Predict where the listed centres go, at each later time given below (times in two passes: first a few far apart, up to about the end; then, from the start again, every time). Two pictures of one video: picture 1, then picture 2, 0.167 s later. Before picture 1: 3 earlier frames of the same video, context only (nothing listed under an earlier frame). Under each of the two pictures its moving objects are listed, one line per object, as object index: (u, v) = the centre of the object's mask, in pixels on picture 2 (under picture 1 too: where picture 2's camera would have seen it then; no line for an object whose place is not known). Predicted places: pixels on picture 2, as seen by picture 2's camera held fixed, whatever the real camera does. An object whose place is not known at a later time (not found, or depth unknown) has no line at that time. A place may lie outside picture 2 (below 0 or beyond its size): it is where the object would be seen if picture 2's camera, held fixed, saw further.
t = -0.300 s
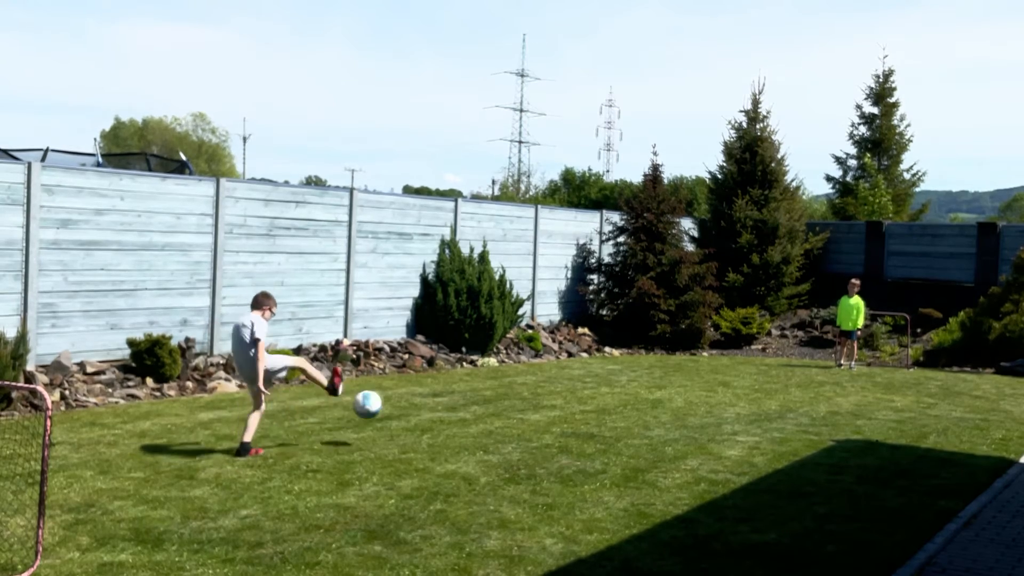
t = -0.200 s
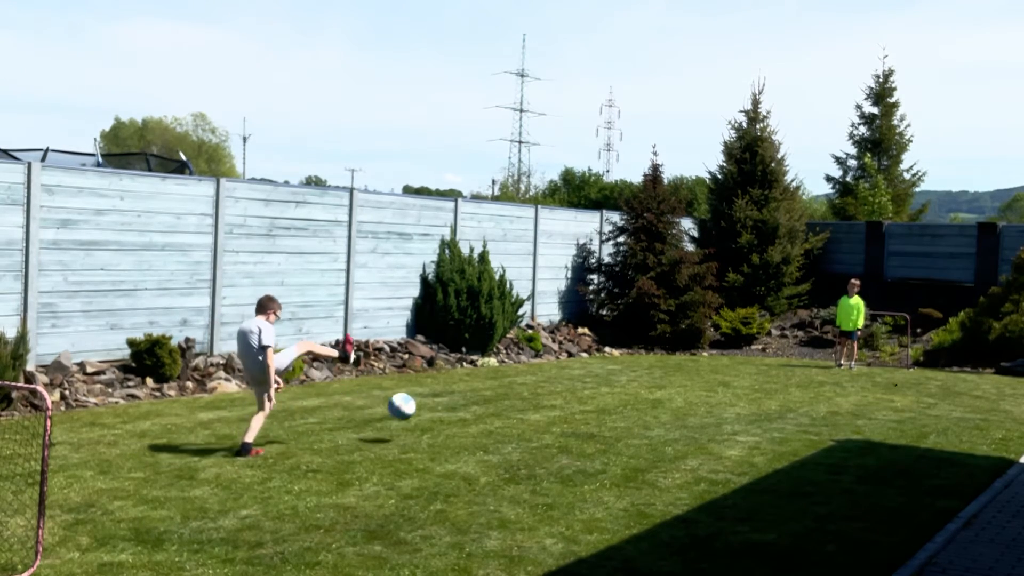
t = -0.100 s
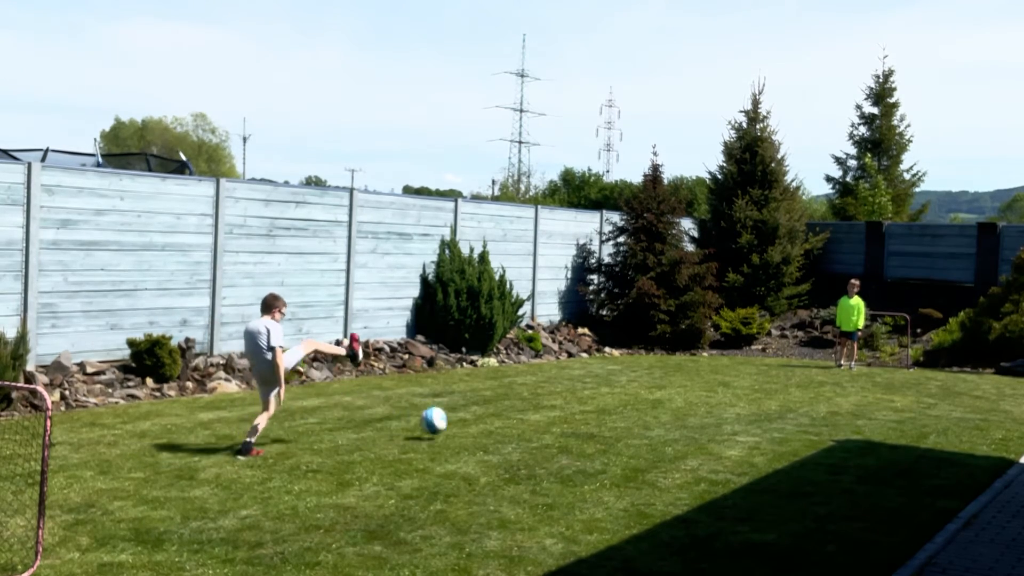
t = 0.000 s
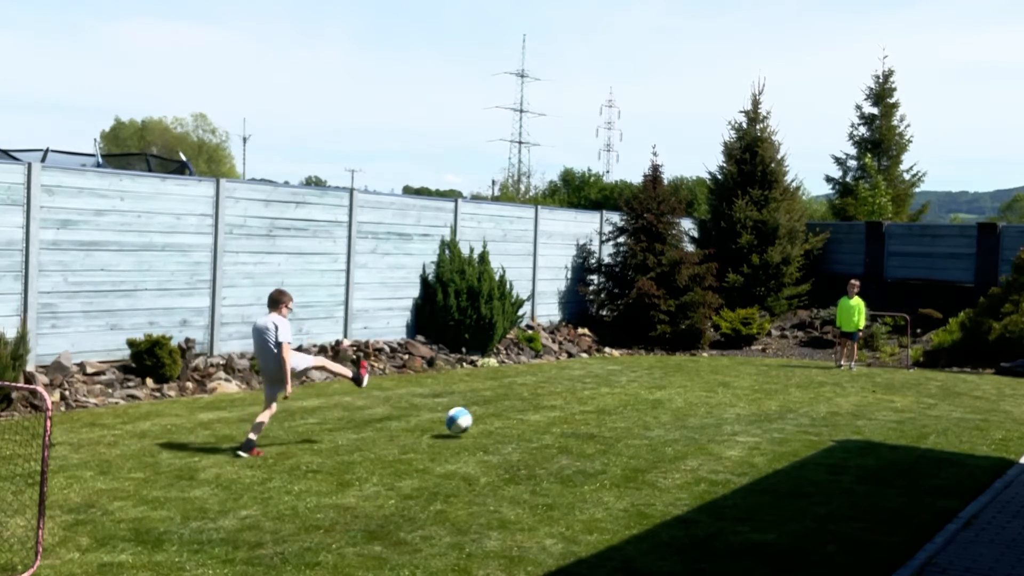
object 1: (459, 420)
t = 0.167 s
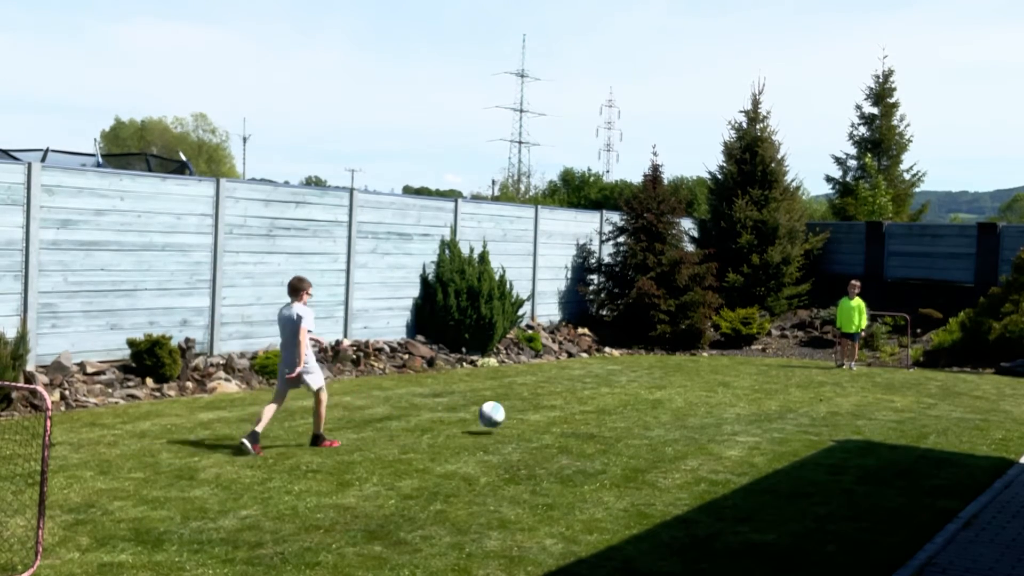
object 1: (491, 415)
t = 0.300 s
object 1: (518, 420)
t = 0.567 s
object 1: (566, 418)
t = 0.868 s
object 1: (614, 415)
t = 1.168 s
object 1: (650, 413)
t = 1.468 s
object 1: (679, 410)
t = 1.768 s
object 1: (704, 410)
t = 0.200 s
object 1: (498, 417)
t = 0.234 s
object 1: (504, 420)
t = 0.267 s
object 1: (510, 422)
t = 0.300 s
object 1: (518, 420)
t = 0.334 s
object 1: (524, 419)
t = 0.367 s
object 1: (530, 418)
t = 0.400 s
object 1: (536, 419)
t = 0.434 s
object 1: (543, 420)
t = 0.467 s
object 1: (549, 419)
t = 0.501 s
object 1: (554, 418)
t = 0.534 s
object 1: (560, 418)
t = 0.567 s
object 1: (566, 418)
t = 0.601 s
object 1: (571, 418)
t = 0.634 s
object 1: (577, 418)
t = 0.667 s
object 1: (583, 417)
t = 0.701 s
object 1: (588, 417)
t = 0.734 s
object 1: (593, 417)
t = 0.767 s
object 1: (599, 418)
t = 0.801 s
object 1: (604, 417)
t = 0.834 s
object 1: (609, 416)
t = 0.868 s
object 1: (614, 415)
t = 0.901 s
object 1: (618, 414)
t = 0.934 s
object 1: (623, 414)
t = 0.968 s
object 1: (627, 414)
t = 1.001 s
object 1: (631, 415)
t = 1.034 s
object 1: (636, 414)
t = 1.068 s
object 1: (639, 413)
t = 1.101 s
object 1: (643, 413)
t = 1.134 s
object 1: (647, 413)
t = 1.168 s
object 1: (650, 413)
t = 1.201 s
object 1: (654, 412)
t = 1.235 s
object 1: (657, 412)
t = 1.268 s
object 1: (661, 412)
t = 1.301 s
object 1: (664, 412)
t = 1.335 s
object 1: (667, 413)
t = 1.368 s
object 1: (671, 412)
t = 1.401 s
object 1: (673, 410)
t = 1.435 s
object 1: (676, 410)
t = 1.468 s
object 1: (679, 410)
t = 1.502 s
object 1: (682, 411)
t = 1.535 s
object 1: (685, 411)
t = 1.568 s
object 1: (687, 411)
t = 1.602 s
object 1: (690, 410)
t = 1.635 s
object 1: (693, 410)
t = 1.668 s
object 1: (696, 410)
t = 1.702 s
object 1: (698, 410)
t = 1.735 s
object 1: (701, 410)
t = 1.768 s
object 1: (704, 410)
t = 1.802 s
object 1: (706, 409)
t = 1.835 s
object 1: (709, 409)
